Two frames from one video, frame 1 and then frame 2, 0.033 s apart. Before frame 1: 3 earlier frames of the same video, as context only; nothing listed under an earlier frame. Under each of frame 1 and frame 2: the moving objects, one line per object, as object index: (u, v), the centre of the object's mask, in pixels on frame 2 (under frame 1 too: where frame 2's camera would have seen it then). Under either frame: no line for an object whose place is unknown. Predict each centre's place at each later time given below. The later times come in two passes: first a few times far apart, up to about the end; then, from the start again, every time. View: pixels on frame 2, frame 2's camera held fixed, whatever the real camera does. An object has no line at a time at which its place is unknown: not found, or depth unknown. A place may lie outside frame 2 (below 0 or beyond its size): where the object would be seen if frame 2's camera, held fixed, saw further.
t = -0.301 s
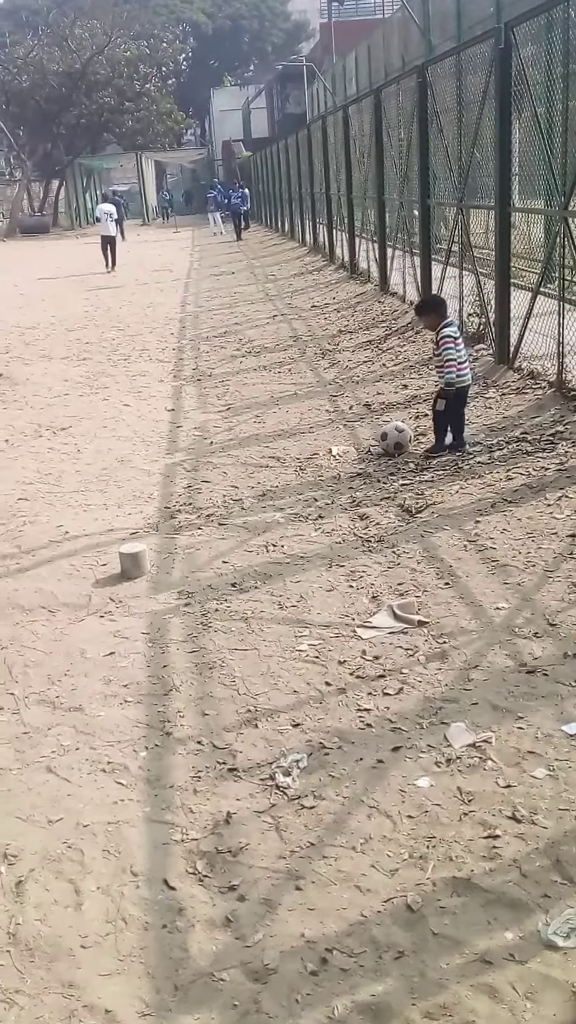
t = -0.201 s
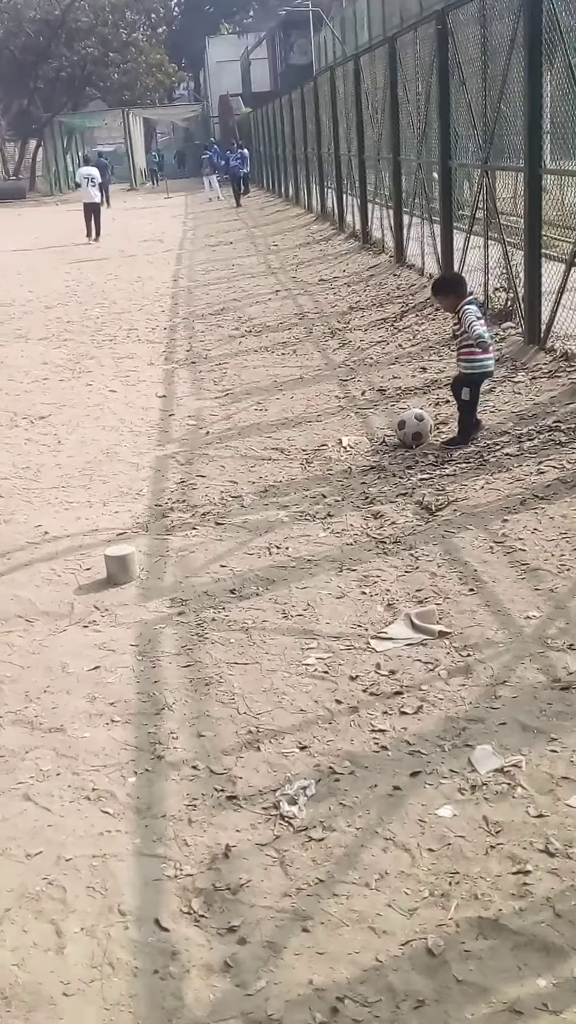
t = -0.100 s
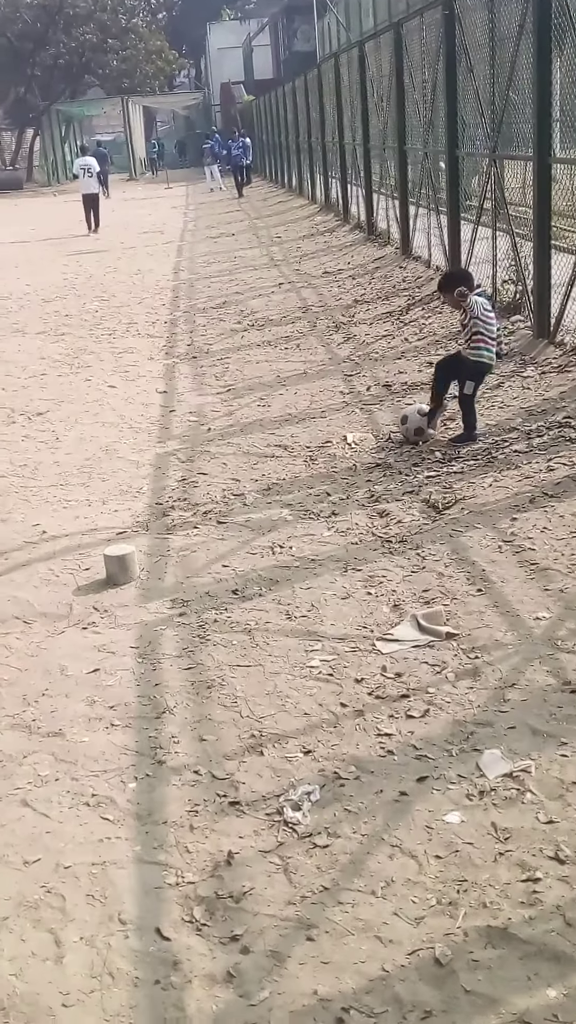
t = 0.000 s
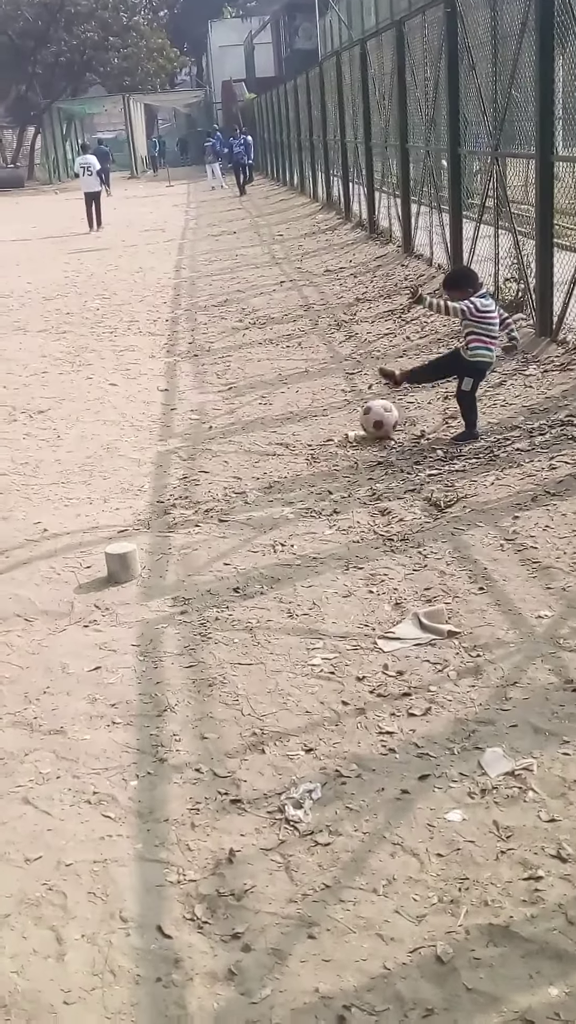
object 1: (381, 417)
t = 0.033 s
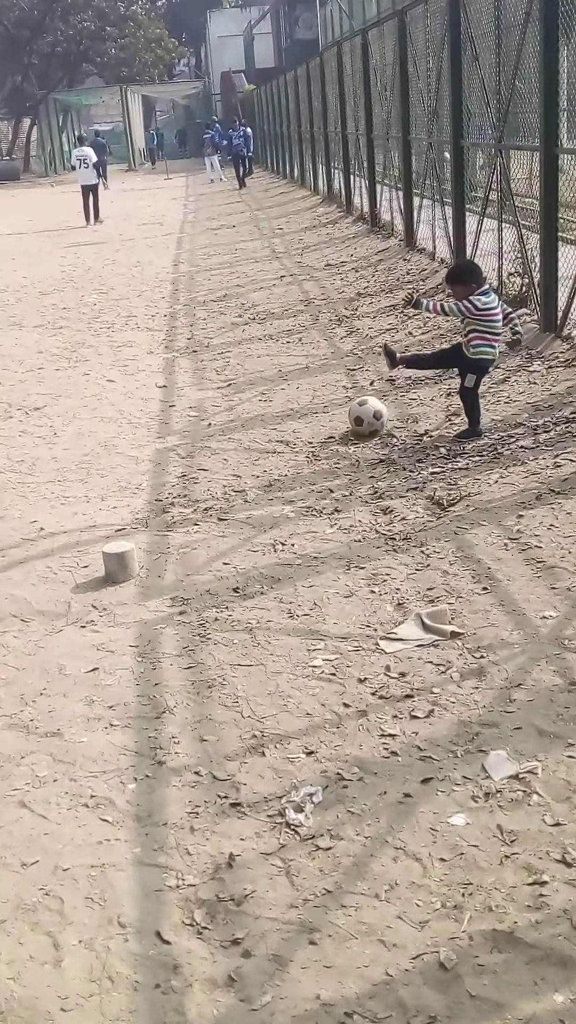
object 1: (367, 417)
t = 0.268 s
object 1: (283, 412)
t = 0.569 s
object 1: (186, 416)
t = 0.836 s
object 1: (108, 418)
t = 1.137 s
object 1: (40, 418)
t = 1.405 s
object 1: (-10, 417)
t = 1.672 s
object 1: (-56, 413)
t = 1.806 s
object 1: (-77, 413)
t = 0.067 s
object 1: (355, 416)
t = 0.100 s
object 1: (344, 413)
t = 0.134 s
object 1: (327, 411)
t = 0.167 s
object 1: (317, 412)
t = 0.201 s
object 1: (304, 414)
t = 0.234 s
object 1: (295, 414)
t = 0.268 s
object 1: (283, 412)
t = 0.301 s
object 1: (273, 411)
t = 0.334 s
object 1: (260, 414)
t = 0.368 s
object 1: (250, 416)
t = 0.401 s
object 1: (239, 416)
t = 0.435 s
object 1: (228, 416)
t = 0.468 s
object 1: (218, 417)
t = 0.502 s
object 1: (208, 418)
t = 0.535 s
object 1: (197, 417)
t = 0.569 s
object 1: (186, 416)
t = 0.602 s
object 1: (176, 417)
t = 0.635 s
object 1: (168, 416)
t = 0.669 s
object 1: (156, 417)
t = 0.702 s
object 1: (146, 417)
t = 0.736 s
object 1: (137, 417)
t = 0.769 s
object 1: (128, 417)
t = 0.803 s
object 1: (118, 418)
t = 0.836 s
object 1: (108, 418)
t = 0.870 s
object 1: (100, 417)
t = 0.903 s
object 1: (91, 417)
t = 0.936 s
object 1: (85, 417)
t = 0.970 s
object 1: (79, 418)
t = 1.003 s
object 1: (66, 417)
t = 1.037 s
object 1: (61, 417)
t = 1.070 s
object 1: (52, 416)
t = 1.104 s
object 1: (45, 417)
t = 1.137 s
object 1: (40, 418)
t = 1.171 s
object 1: (33, 417)
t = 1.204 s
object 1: (27, 416)
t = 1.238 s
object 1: (20, 416)
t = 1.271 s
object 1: (15, 416)
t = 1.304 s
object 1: (8, 416)
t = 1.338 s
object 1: (-1, 416)
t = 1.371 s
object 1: (-8, 415)
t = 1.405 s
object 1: (-10, 417)
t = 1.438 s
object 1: (-18, 416)
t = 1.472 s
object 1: (-27, 415)
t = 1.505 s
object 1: (-31, 415)
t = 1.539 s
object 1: (-36, 416)
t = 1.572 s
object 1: (-44, 415)
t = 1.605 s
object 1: (-46, 415)
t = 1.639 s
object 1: (-52, 414)
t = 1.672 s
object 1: (-56, 413)
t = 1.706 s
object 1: (-61, 411)
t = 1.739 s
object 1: (-66, 411)
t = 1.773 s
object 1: (-69, 411)
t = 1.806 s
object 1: (-77, 413)
